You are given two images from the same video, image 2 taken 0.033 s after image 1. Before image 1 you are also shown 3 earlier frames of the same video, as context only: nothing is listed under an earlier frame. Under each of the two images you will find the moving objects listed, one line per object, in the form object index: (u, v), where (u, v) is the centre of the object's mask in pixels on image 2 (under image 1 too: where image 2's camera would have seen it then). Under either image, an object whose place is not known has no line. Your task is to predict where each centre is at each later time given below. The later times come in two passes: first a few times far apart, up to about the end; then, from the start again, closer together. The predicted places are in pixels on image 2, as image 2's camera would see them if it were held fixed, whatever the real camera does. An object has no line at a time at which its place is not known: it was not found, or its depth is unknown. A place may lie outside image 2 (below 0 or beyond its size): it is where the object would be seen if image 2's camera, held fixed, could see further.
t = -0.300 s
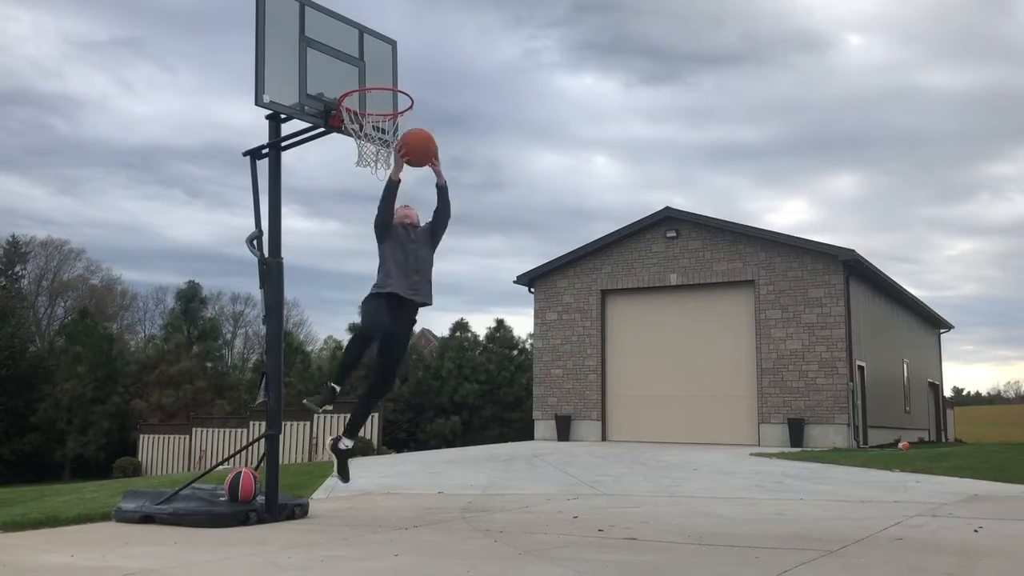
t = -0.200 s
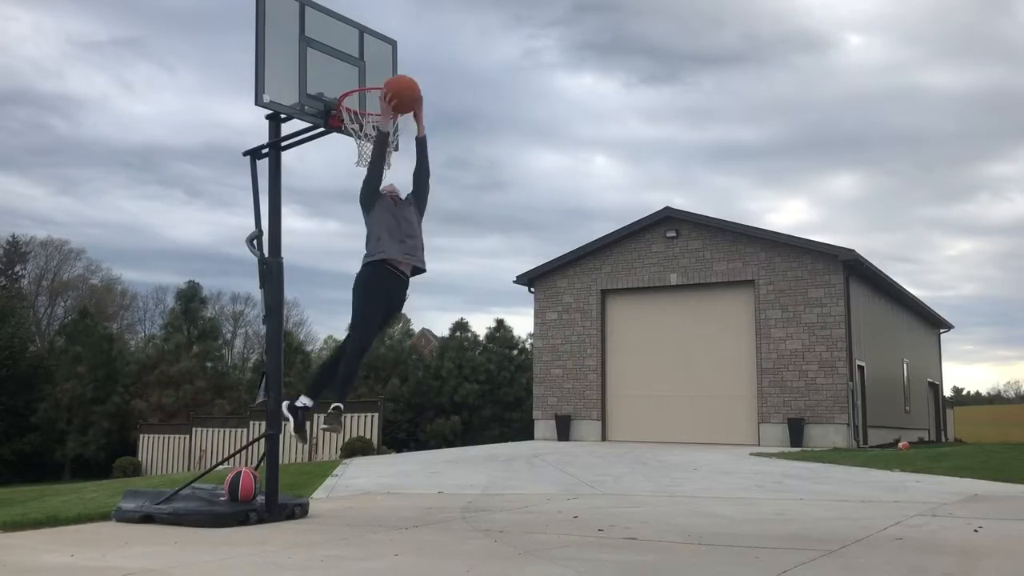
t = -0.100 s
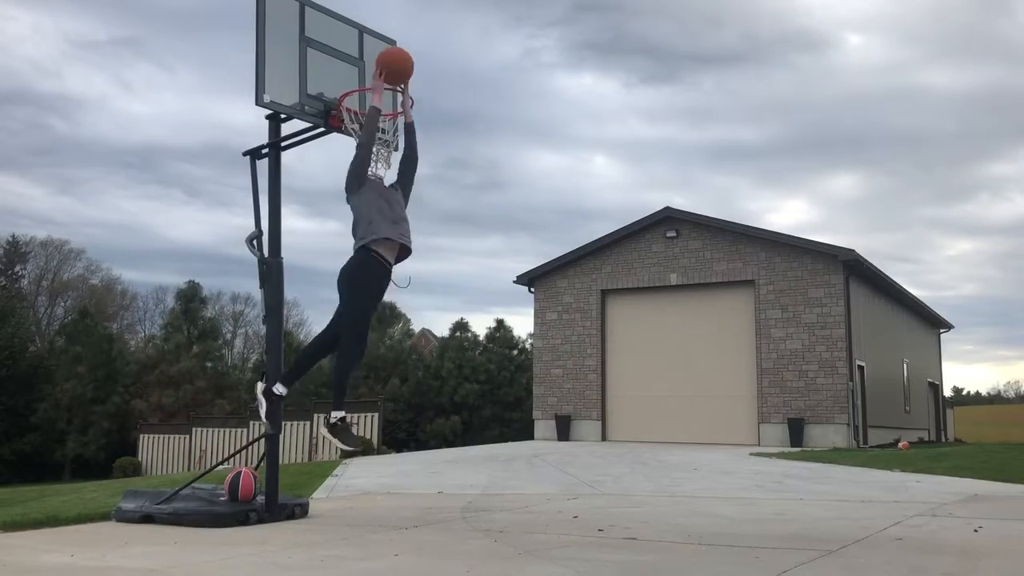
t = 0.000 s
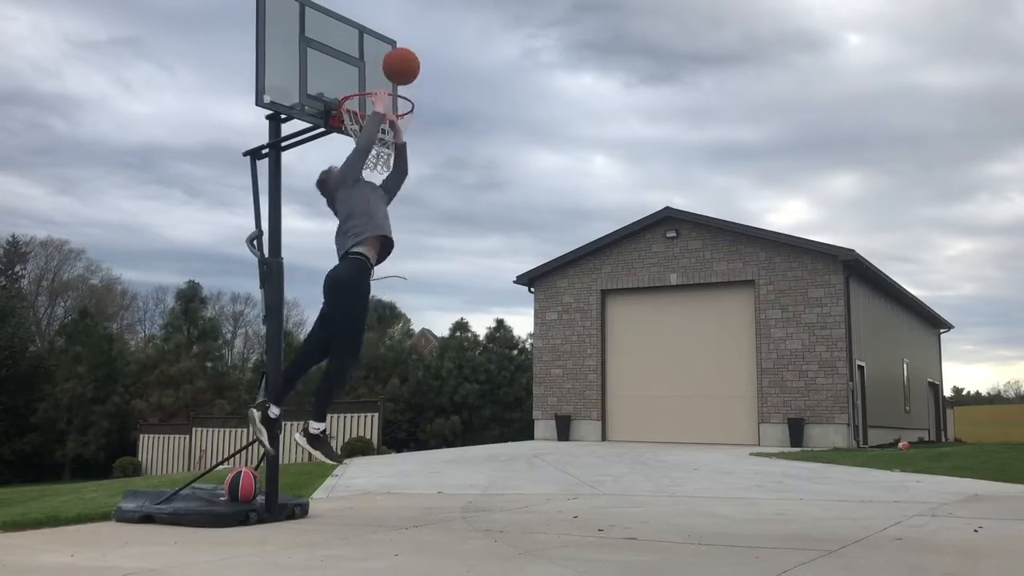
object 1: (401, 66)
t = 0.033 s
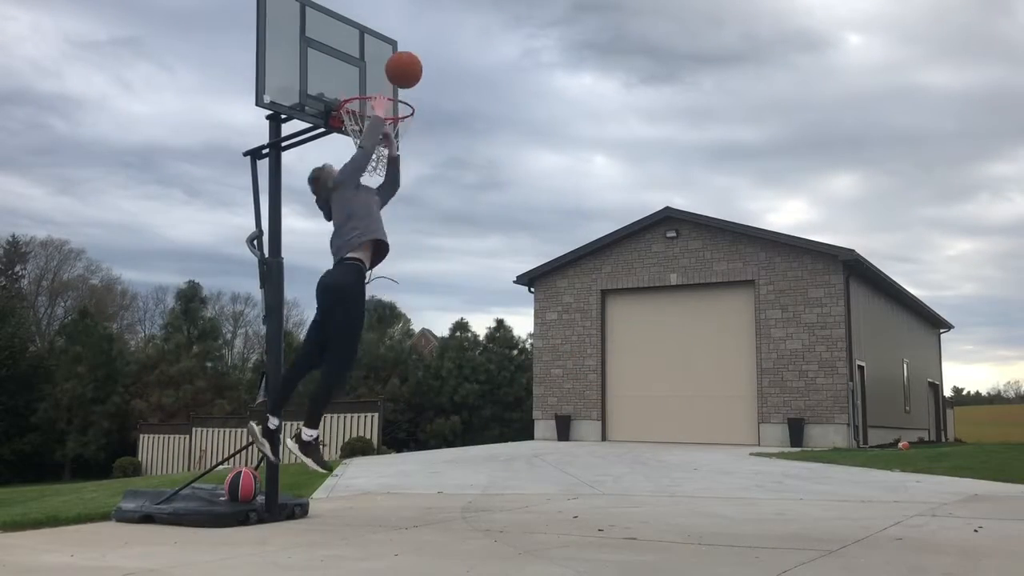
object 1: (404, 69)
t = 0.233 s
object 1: (416, 98)
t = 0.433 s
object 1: (422, 157)
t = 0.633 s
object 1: (427, 260)
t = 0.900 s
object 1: (432, 464)
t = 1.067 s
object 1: (423, 400)
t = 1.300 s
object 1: (406, 308)
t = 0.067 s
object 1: (406, 75)
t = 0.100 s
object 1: (409, 82)
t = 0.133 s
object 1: (411, 87)
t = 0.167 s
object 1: (412, 90)
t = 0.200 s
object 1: (414, 93)
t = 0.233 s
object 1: (416, 98)
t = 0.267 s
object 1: (416, 105)
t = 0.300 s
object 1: (417, 113)
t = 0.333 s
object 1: (419, 122)
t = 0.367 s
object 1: (420, 133)
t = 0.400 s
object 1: (420, 144)
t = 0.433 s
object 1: (422, 157)
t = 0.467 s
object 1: (423, 171)
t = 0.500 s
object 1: (424, 187)
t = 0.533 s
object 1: (425, 203)
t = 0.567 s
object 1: (425, 221)
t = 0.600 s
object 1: (426, 240)
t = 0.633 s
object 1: (427, 260)
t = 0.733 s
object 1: (429, 327)
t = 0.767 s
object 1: (430, 353)
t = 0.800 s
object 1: (430, 378)
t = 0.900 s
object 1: (432, 464)
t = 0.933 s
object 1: (432, 489)
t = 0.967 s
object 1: (430, 464)
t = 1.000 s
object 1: (428, 441)
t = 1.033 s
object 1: (425, 420)
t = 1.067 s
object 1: (423, 400)
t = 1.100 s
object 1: (421, 382)
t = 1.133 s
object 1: (418, 367)
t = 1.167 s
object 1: (416, 352)
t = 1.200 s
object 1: (412, 339)
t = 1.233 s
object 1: (410, 327)
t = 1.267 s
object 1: (408, 317)
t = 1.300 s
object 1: (406, 308)
